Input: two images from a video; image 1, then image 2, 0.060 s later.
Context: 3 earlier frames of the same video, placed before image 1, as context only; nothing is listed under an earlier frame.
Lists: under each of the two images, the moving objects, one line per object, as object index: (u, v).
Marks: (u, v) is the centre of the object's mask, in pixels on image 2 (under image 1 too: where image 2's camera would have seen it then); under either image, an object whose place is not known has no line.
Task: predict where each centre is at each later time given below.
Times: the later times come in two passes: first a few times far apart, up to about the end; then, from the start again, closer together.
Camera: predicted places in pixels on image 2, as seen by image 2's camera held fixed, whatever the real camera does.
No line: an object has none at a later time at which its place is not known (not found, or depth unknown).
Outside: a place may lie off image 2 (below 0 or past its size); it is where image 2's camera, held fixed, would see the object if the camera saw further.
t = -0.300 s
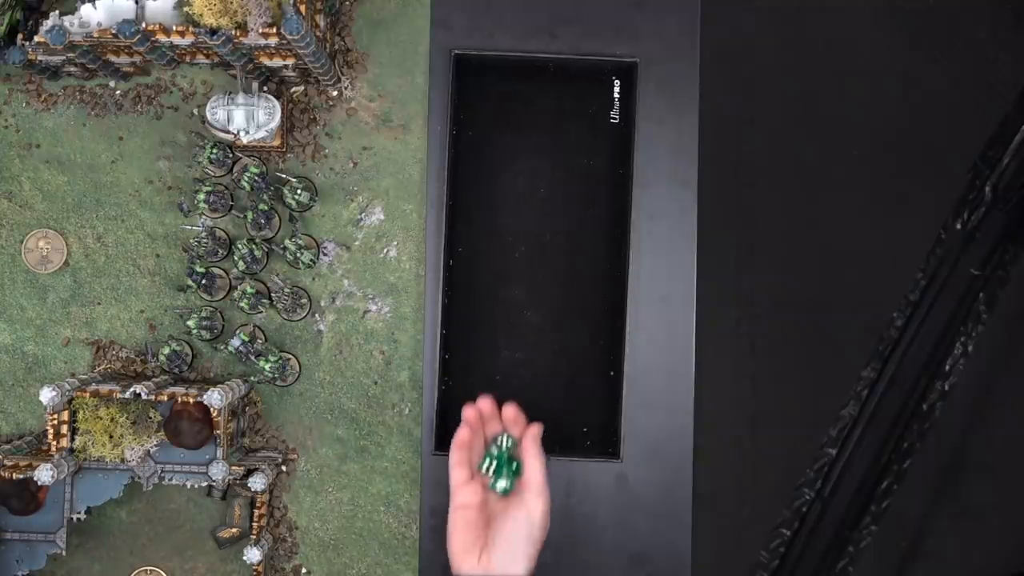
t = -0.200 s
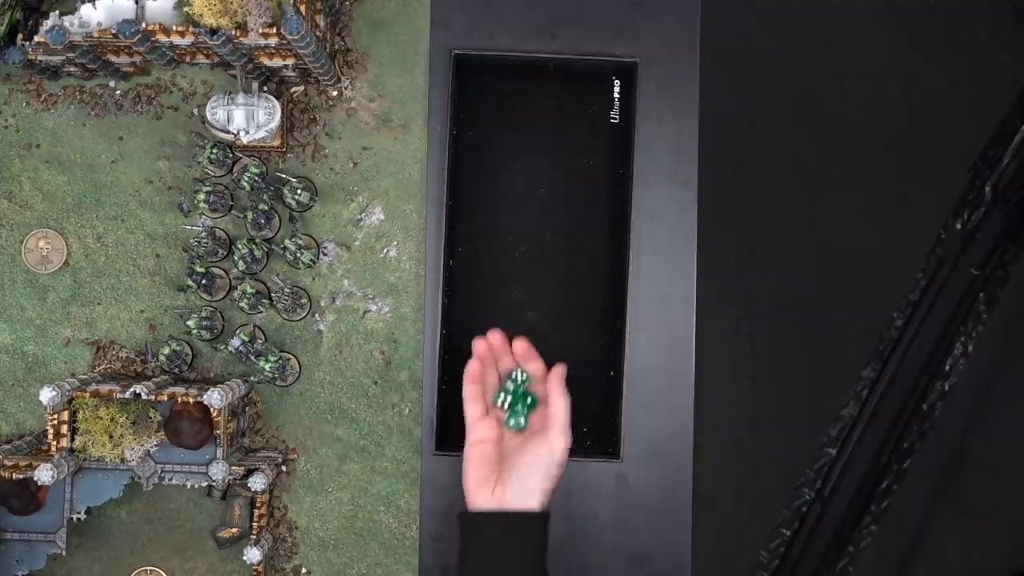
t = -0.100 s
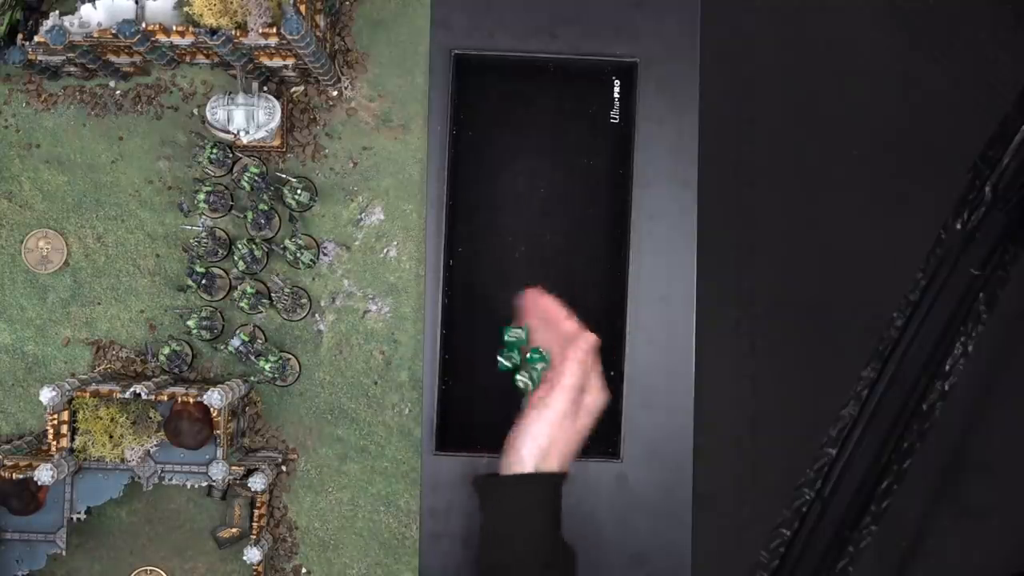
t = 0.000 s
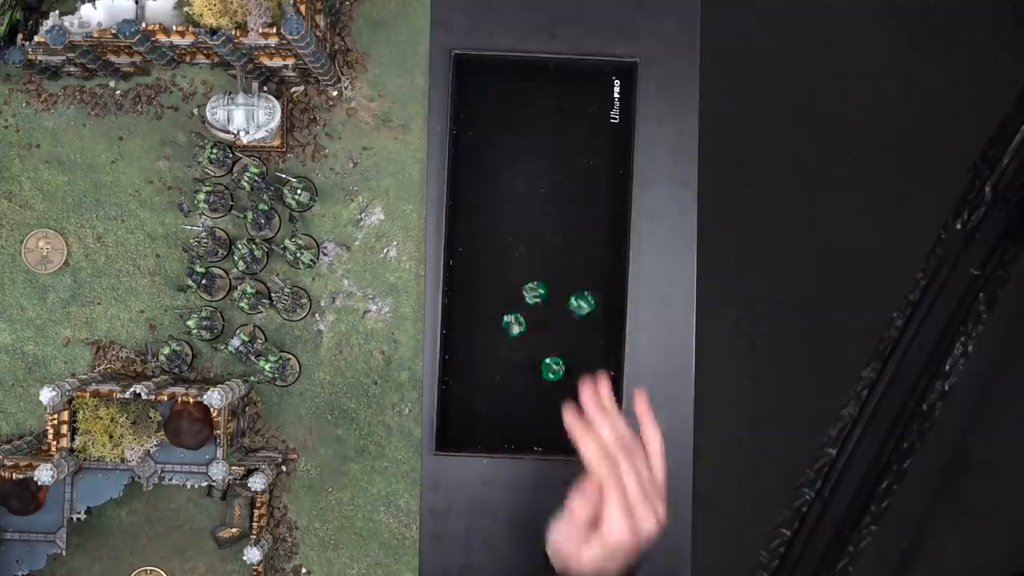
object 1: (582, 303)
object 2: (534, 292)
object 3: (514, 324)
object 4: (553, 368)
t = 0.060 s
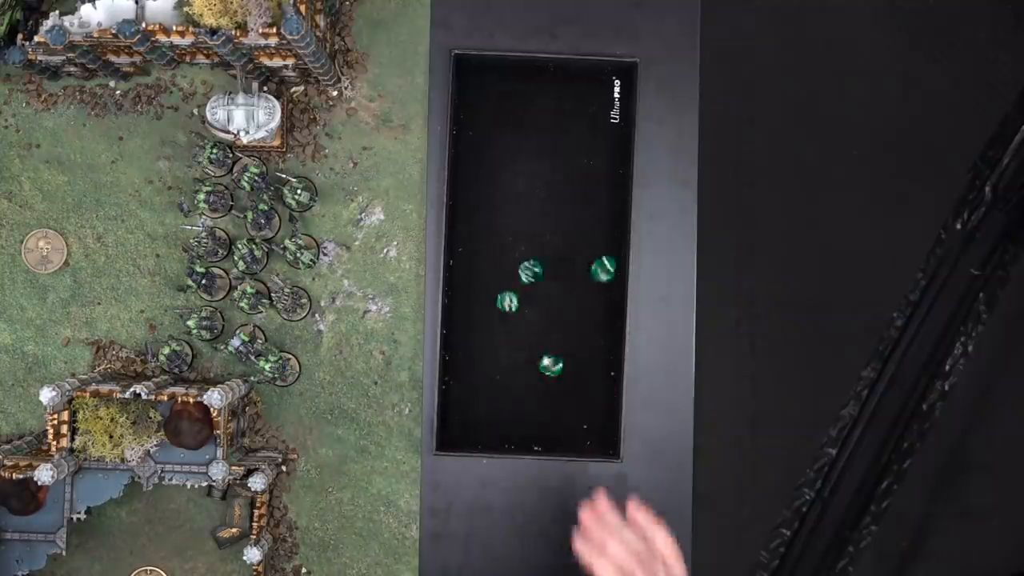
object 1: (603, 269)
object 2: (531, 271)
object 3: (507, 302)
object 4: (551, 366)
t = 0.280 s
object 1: (491, 190)
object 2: (469, 204)
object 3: (495, 243)
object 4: (515, 359)
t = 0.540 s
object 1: (482, 104)
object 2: (462, 182)
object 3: (501, 242)
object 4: (500, 374)
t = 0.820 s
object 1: (477, 97)
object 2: (462, 182)
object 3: (501, 242)
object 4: (500, 374)
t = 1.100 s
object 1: (477, 97)
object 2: (462, 182)
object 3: (501, 242)
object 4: (500, 374)
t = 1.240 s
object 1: (477, 97)
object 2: (462, 182)
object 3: (500, 242)
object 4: (500, 374)
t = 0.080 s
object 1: (611, 257)
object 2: (528, 264)
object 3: (505, 293)
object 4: (549, 364)
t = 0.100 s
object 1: (612, 247)
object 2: (524, 257)
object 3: (503, 286)
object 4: (546, 363)
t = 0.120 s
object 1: (598, 241)
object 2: (519, 250)
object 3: (500, 278)
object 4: (542, 361)
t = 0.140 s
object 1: (584, 235)
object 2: (512, 244)
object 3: (498, 271)
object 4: (538, 360)
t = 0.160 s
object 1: (571, 228)
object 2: (505, 238)
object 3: (496, 264)
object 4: (534, 358)
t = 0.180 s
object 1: (556, 222)
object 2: (498, 232)
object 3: (494, 258)
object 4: (531, 357)
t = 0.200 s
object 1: (542, 216)
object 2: (491, 227)
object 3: (494, 253)
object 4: (527, 356)
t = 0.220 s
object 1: (529, 210)
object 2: (485, 221)
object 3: (493, 250)
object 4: (523, 356)
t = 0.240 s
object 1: (514, 205)
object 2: (478, 216)
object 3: (493, 247)
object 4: (520, 357)
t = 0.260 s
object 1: (499, 199)
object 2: (474, 210)
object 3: (493, 245)
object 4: (518, 358)
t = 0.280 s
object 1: (491, 190)
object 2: (469, 204)
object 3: (495, 243)
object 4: (515, 359)
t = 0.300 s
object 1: (484, 183)
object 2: (466, 198)
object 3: (496, 241)
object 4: (513, 361)
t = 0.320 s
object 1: (477, 173)
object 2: (462, 194)
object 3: (498, 239)
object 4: (512, 362)
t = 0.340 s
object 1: (471, 162)
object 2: (458, 190)
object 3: (500, 238)
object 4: (511, 363)
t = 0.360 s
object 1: (464, 151)
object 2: (460, 188)
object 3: (502, 238)
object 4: (509, 364)
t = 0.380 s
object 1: (462, 143)
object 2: (461, 186)
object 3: (503, 239)
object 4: (508, 364)
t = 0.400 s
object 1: (465, 136)
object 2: (462, 185)
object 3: (504, 241)
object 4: (506, 365)
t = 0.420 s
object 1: (469, 132)
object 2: (462, 184)
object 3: (503, 242)
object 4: (504, 366)
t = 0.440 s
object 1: (473, 127)
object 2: (461, 183)
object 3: (502, 243)
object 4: (502, 367)
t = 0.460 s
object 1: (476, 122)
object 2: (462, 182)
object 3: (501, 242)
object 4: (501, 369)
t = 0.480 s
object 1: (478, 117)
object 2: (462, 182)
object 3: (501, 242)
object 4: (500, 372)
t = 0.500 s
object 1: (479, 112)
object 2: (462, 182)
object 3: (501, 242)
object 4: (500, 373)
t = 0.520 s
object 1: (480, 108)
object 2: (462, 182)
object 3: (501, 242)
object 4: (501, 374)
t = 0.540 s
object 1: (482, 104)
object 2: (462, 182)
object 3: (501, 242)
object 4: (500, 374)
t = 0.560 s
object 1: (485, 100)
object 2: (462, 182)
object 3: (501, 242)
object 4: (500, 374)
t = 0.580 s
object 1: (487, 98)
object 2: (462, 182)
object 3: (501, 242)
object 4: (500, 374)
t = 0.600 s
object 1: (488, 96)
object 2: (462, 182)
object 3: (501, 242)
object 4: (500, 374)
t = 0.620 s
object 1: (488, 95)
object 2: (462, 182)
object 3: (501, 242)
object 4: (500, 374)
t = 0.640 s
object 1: (488, 94)
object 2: (462, 182)
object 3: (501, 242)
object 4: (500, 374)
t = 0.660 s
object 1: (487, 94)
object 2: (462, 182)
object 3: (501, 242)
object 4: (500, 374)
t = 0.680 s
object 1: (485, 94)
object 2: (462, 182)
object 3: (501, 242)
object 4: (500, 374)
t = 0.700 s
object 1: (483, 94)
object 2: (462, 182)
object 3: (501, 242)
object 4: (500, 374)
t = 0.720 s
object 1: (480, 95)
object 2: (462, 182)
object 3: (501, 242)
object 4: (501, 374)
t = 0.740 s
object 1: (478, 97)
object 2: (462, 182)
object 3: (501, 242)
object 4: (500, 374)
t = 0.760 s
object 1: (477, 97)
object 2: (462, 182)
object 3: (501, 242)
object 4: (500, 374)
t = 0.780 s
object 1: (477, 97)
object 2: (462, 182)
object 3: (501, 242)
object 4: (500, 374)
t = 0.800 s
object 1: (477, 97)
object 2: (462, 182)
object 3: (501, 242)
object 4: (500, 374)
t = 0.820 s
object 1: (477, 97)
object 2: (462, 182)
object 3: (501, 242)
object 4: (500, 374)
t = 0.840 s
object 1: (477, 97)
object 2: (462, 182)
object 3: (501, 242)
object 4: (500, 374)
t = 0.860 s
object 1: (477, 97)
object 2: (462, 182)
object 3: (501, 242)
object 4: (501, 374)
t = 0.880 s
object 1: (477, 97)
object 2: (462, 182)
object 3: (501, 242)
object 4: (501, 374)
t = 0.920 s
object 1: (477, 97)
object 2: (462, 182)
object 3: (501, 242)
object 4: (500, 374)
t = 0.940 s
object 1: (477, 97)
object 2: (462, 182)
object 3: (501, 242)
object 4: (500, 374)
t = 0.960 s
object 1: (477, 97)
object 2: (462, 182)
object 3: (501, 242)
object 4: (501, 374)
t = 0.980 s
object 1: (477, 97)
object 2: (462, 182)
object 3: (501, 242)
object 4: (501, 374)
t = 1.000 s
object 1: (477, 97)
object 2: (462, 182)
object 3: (501, 242)
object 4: (500, 374)
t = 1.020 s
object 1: (477, 97)
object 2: (462, 182)
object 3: (501, 242)
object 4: (500, 374)
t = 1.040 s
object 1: (477, 97)
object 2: (462, 182)
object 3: (501, 242)
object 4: (501, 374)
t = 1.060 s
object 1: (477, 97)
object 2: (462, 182)
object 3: (501, 242)
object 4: (500, 374)
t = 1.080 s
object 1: (477, 97)
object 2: (462, 182)
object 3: (501, 242)
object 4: (500, 374)
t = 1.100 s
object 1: (477, 97)
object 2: (462, 182)
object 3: (501, 242)
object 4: (500, 374)
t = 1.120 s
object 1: (477, 97)
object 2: (462, 182)
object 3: (501, 242)
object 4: (500, 374)
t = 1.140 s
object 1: (477, 97)
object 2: (462, 182)
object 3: (501, 242)
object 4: (501, 374)
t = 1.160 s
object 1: (477, 97)
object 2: (462, 182)
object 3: (501, 242)
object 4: (500, 374)
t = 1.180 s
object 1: (477, 97)
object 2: (462, 182)
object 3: (501, 242)
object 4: (501, 374)
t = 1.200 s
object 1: (477, 97)
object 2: (462, 182)
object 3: (501, 242)
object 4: (500, 374)
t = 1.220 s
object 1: (477, 97)
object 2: (462, 182)
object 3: (501, 242)
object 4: (500, 374)
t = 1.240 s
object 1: (477, 97)
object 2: (462, 182)
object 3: (500, 242)
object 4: (500, 374)
